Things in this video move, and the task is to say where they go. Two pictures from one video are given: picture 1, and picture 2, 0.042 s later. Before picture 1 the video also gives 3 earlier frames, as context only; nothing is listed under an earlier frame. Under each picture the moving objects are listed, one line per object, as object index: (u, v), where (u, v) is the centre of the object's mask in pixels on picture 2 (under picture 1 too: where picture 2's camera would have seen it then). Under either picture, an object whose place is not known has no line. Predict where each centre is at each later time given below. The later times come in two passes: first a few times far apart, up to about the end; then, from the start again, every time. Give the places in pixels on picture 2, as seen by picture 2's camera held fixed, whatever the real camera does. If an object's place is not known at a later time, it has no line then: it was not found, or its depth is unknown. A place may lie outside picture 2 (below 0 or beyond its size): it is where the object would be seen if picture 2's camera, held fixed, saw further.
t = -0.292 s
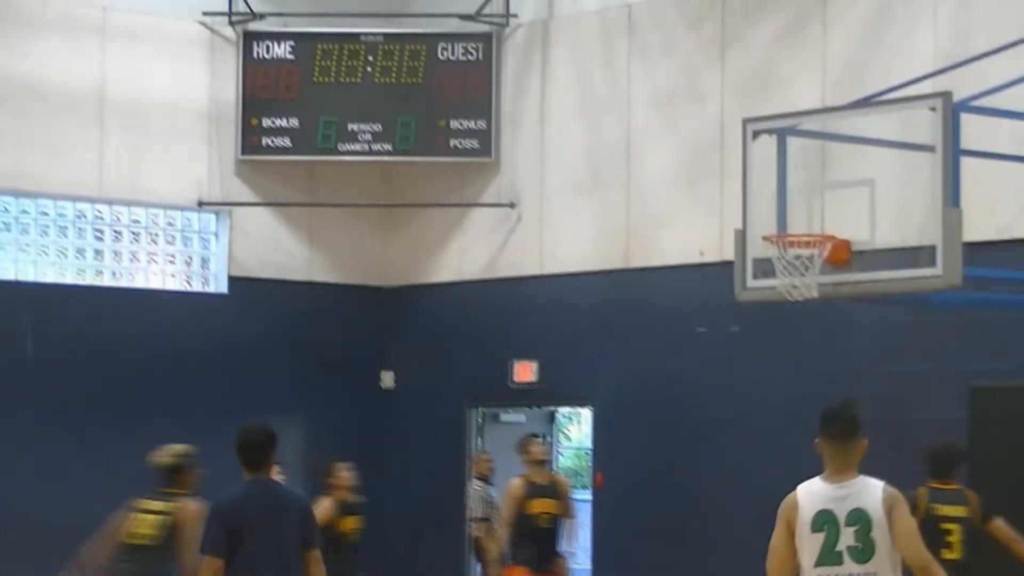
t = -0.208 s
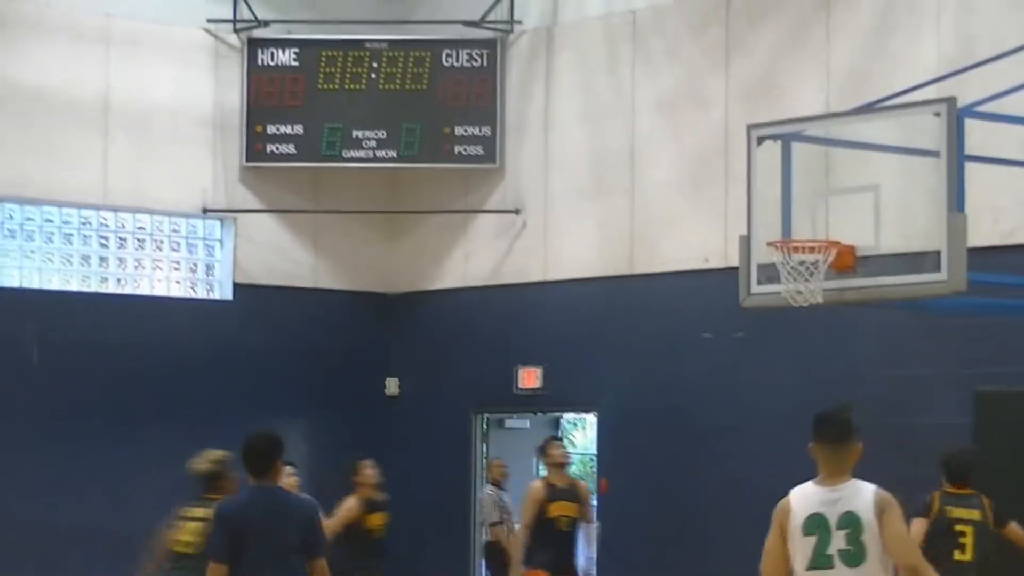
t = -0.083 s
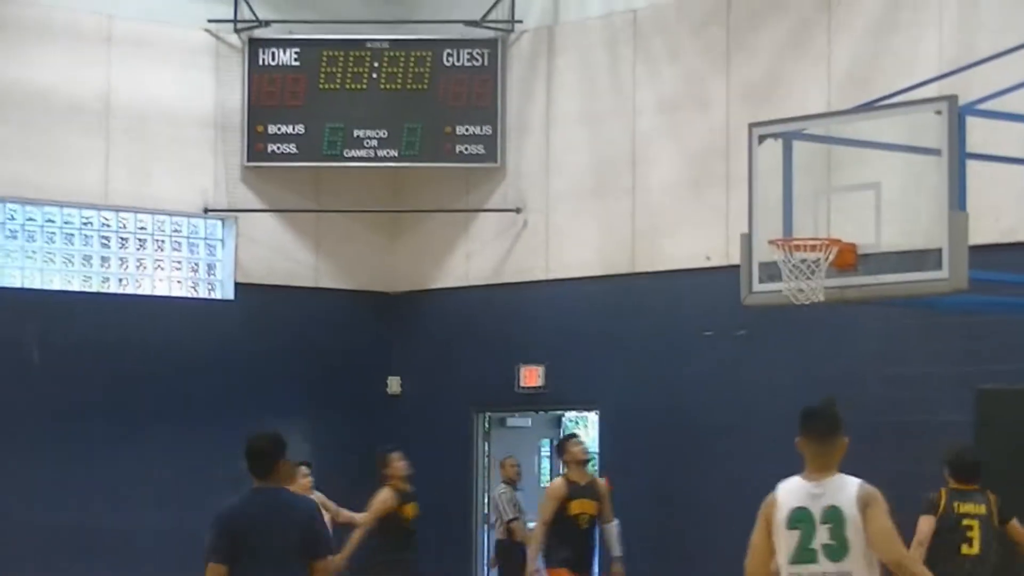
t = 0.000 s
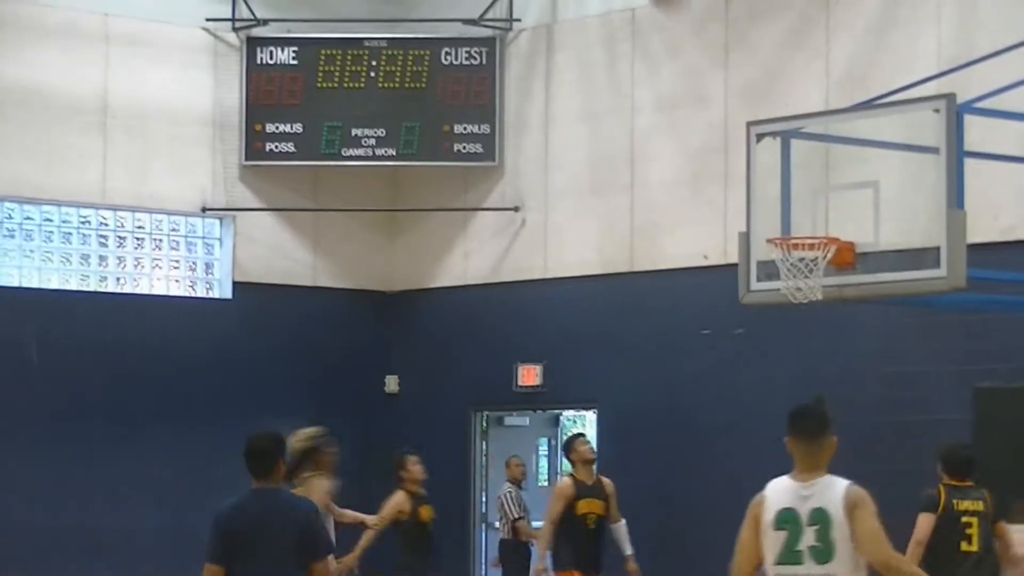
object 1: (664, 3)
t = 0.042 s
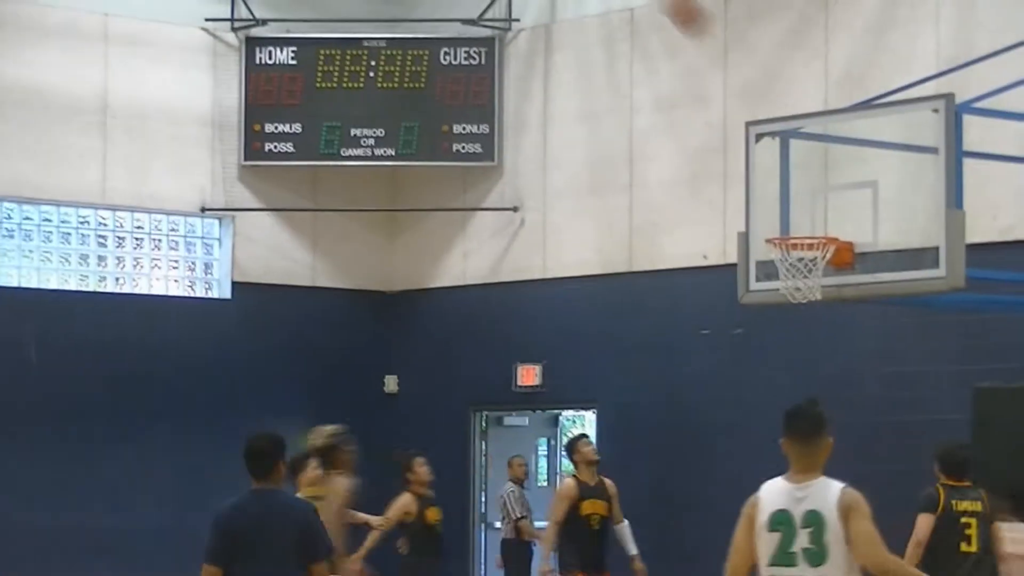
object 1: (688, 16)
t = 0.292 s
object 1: (835, 207)
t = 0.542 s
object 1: (813, 198)
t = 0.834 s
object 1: (753, 273)
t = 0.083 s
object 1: (710, 39)
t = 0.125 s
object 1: (738, 70)
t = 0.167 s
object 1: (761, 98)
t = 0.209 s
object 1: (787, 133)
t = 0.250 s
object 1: (810, 169)
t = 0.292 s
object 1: (835, 207)
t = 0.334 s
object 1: (853, 222)
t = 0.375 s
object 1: (846, 213)
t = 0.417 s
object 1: (838, 206)
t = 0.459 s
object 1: (830, 201)
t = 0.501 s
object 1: (822, 198)
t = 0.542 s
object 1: (813, 198)
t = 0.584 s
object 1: (806, 200)
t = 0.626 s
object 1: (797, 205)
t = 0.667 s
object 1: (788, 212)
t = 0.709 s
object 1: (780, 223)
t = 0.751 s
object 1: (770, 237)
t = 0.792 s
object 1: (763, 253)
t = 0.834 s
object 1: (753, 273)
